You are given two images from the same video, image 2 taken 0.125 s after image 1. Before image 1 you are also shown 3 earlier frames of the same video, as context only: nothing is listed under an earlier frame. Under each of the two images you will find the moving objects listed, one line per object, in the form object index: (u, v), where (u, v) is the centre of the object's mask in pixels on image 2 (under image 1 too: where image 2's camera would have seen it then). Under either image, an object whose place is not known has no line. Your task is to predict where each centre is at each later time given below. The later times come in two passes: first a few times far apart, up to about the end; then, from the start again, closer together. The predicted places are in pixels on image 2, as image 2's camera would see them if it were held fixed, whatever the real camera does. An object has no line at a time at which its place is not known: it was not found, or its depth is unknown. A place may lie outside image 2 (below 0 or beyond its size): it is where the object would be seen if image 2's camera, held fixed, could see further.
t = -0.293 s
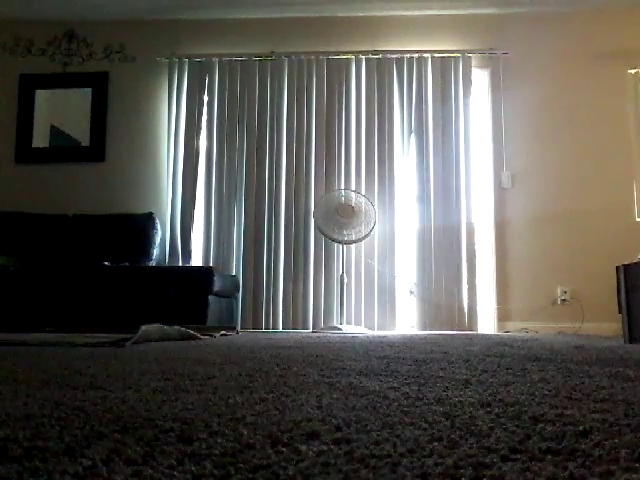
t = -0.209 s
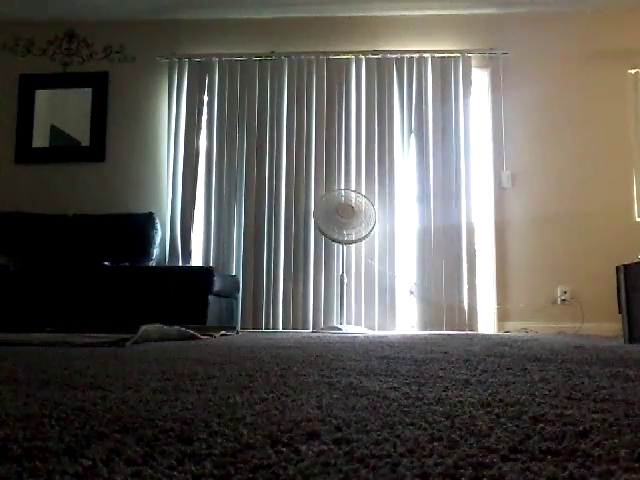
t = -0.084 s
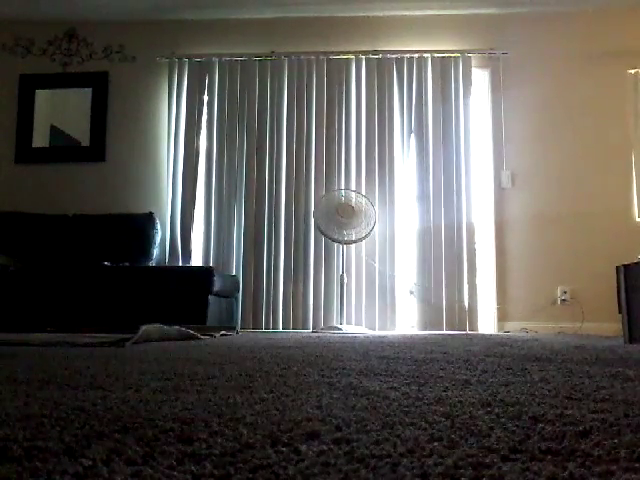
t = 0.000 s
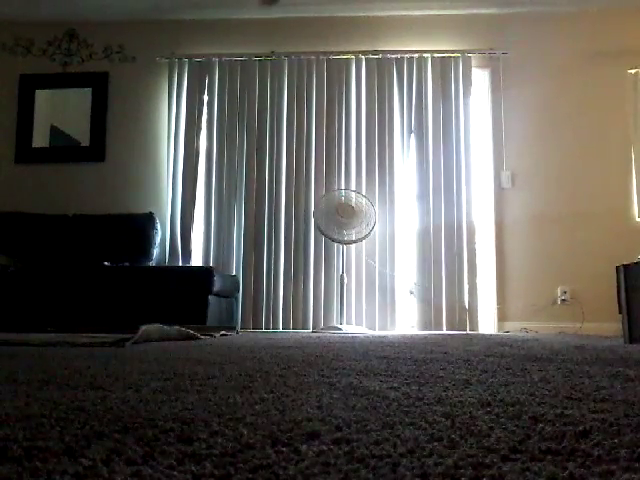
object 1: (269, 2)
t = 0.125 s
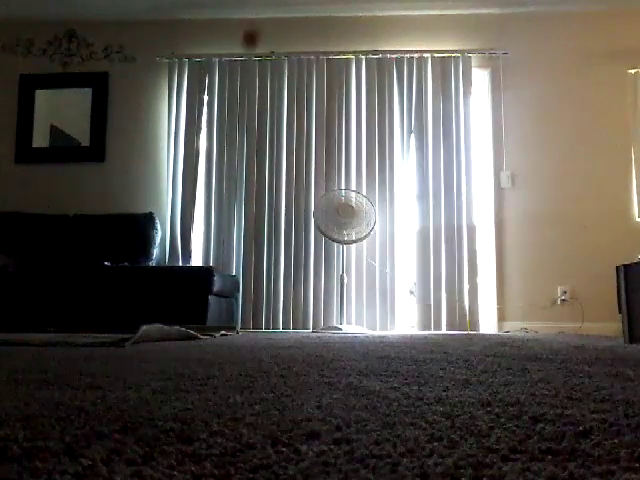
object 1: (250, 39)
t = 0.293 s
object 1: (231, 87)
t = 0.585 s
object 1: (209, 187)
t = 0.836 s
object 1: (240, 247)
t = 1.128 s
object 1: (338, 309)
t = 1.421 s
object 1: (425, 292)
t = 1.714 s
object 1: (526, 308)
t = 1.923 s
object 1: (596, 319)
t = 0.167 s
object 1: (246, 54)
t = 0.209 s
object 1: (243, 69)
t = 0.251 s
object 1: (236, 81)
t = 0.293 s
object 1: (231, 87)
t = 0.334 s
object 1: (230, 93)
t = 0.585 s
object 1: (209, 187)
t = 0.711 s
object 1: (198, 258)
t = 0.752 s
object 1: (212, 253)
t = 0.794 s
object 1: (225, 248)
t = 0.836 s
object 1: (240, 247)
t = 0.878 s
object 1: (252, 247)
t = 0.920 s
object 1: (264, 250)
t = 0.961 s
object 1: (279, 256)
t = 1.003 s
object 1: (293, 265)
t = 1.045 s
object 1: (308, 276)
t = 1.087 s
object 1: (323, 290)
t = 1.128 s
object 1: (338, 309)
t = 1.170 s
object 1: (351, 322)
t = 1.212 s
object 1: (365, 313)
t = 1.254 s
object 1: (377, 303)
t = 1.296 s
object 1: (387, 298)
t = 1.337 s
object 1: (405, 293)
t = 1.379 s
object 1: (417, 291)
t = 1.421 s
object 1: (425, 292)
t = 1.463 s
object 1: (442, 297)
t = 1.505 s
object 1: (455, 304)
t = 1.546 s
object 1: (469, 316)
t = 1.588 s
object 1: (482, 324)
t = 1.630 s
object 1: (500, 315)
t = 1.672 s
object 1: (511, 310)
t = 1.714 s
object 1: (526, 308)
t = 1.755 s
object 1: (541, 310)
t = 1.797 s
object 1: (555, 315)
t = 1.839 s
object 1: (567, 321)
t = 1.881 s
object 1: (583, 321)
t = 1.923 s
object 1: (596, 319)
